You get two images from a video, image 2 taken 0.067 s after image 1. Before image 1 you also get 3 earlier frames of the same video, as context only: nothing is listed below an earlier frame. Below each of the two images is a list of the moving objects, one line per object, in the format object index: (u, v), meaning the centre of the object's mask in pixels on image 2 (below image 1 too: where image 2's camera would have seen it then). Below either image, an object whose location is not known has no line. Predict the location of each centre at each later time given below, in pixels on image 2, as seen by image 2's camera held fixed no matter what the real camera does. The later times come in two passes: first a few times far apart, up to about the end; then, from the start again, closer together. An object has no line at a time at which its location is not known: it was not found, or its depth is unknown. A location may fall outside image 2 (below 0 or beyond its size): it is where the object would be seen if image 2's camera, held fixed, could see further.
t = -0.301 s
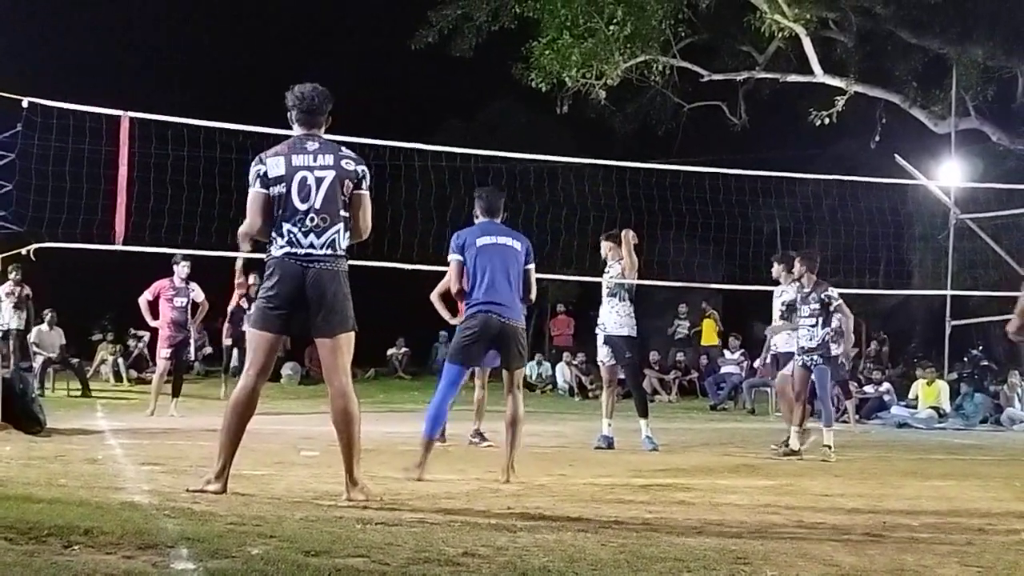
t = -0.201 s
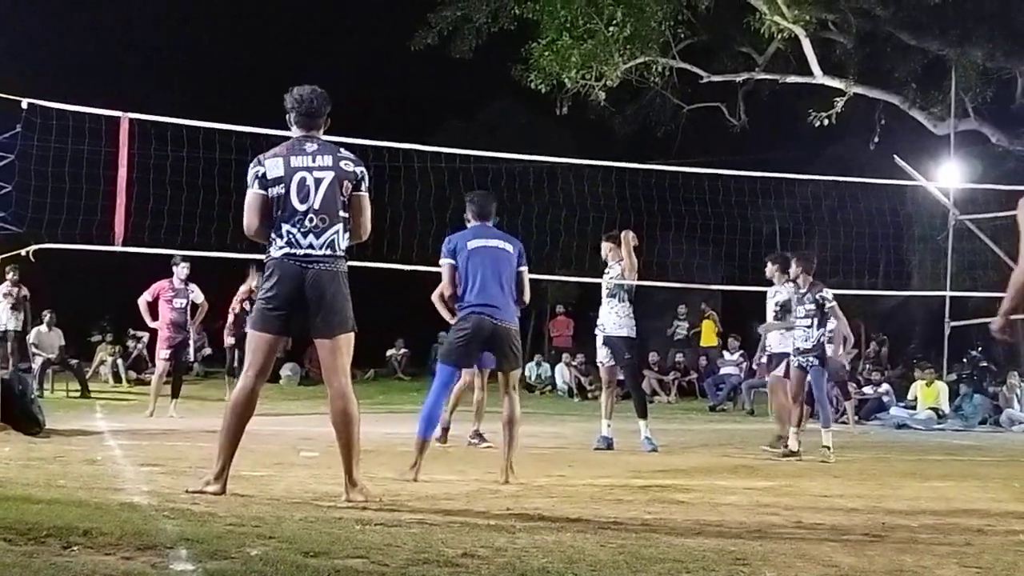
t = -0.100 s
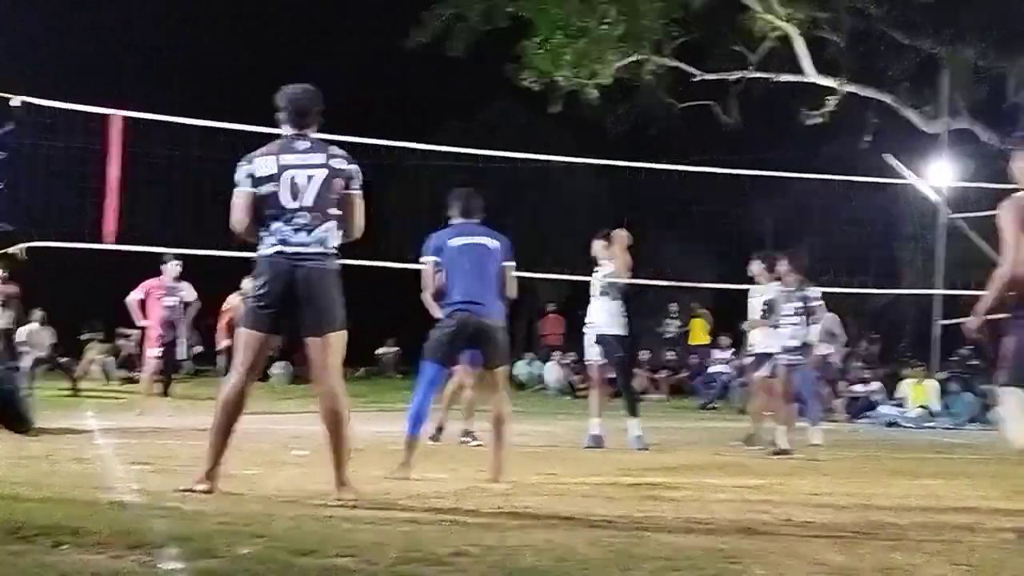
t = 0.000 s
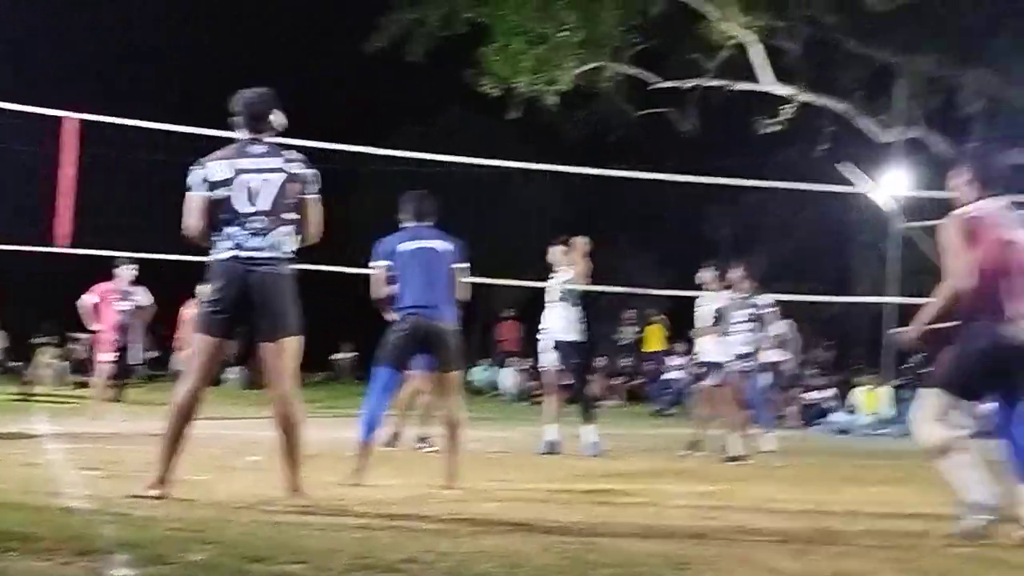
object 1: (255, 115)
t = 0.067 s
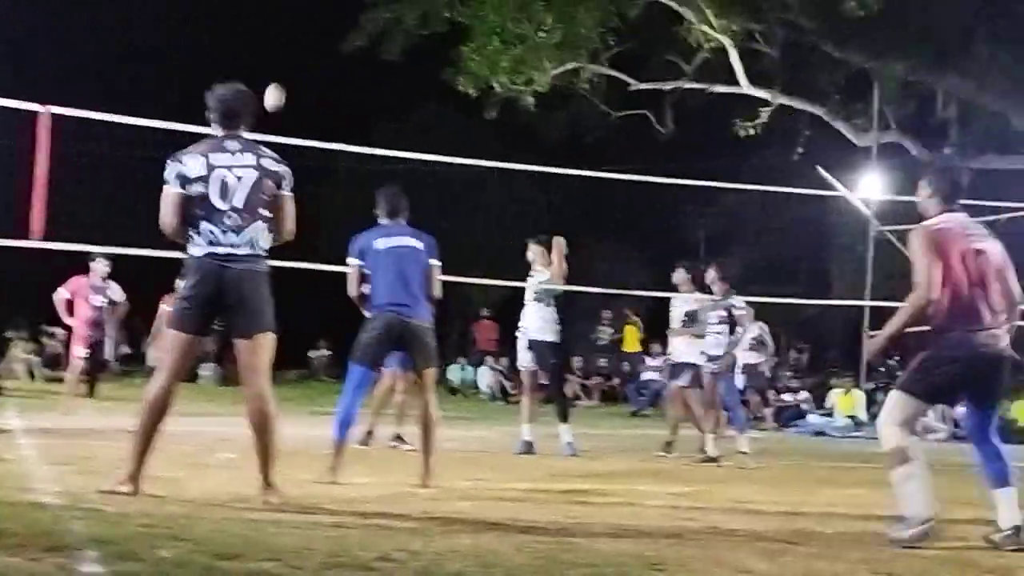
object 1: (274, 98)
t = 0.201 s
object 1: (321, 65)
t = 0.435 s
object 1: (427, 36)
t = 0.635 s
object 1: (544, 59)
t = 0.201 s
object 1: (321, 65)
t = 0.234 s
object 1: (335, 58)
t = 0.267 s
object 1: (348, 52)
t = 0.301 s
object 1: (362, 48)
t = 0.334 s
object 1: (378, 43)
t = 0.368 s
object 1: (393, 40)
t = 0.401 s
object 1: (409, 38)
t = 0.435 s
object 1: (427, 36)
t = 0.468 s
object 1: (445, 36)
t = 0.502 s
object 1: (464, 37)
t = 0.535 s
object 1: (482, 39)
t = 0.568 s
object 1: (502, 42)
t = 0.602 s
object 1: (524, 50)
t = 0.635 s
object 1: (544, 59)
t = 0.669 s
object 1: (568, 68)
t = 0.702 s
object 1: (594, 82)
